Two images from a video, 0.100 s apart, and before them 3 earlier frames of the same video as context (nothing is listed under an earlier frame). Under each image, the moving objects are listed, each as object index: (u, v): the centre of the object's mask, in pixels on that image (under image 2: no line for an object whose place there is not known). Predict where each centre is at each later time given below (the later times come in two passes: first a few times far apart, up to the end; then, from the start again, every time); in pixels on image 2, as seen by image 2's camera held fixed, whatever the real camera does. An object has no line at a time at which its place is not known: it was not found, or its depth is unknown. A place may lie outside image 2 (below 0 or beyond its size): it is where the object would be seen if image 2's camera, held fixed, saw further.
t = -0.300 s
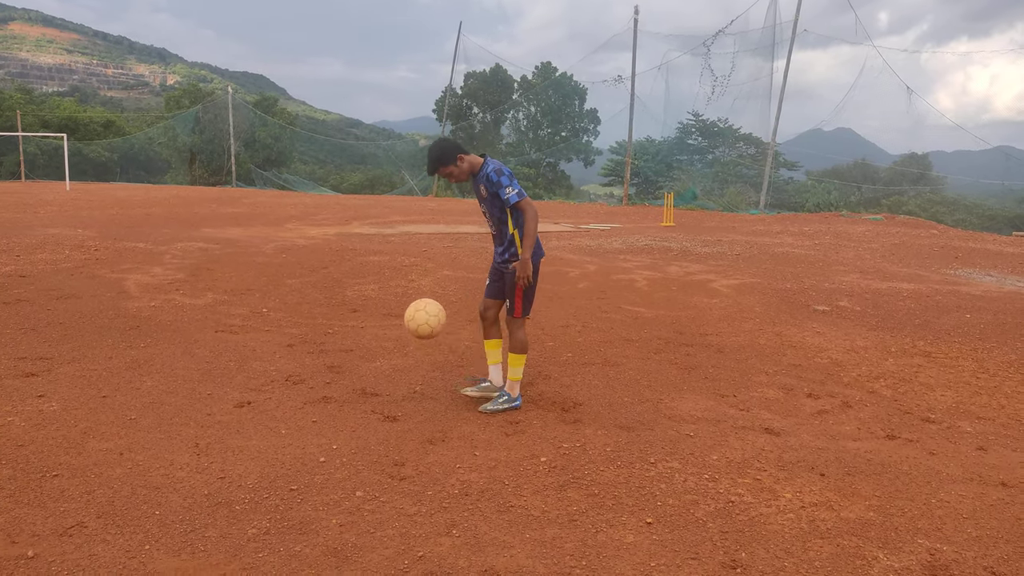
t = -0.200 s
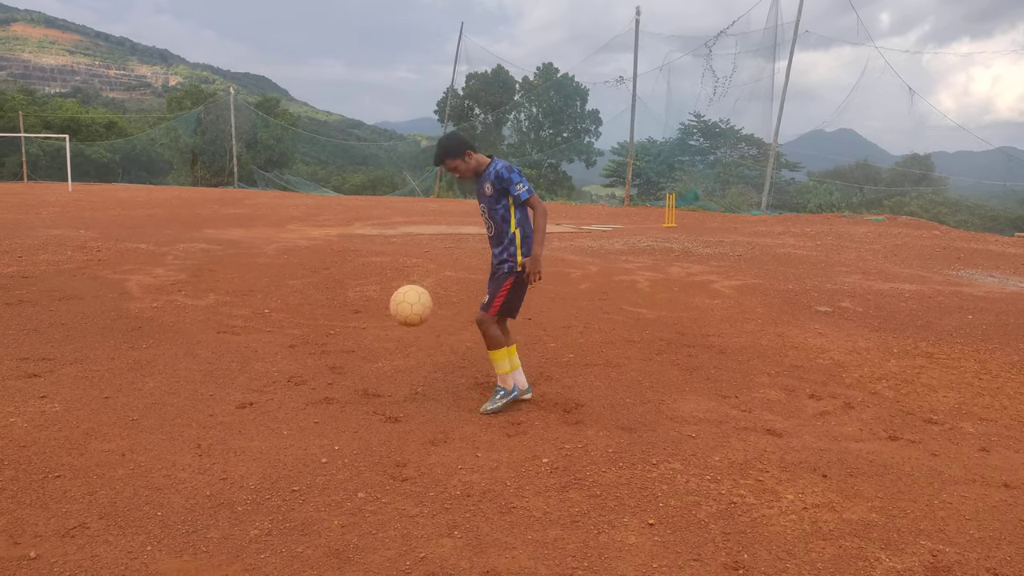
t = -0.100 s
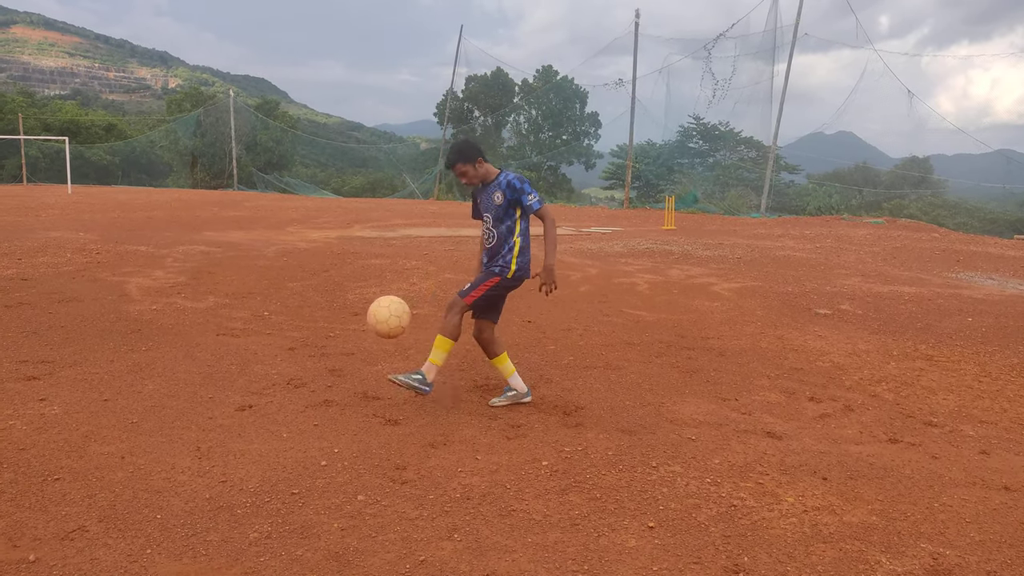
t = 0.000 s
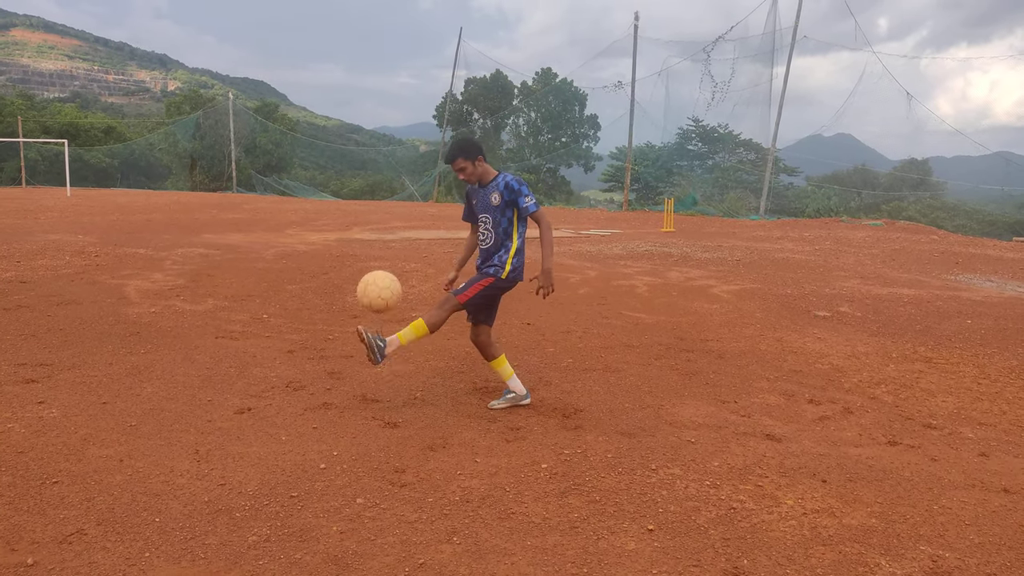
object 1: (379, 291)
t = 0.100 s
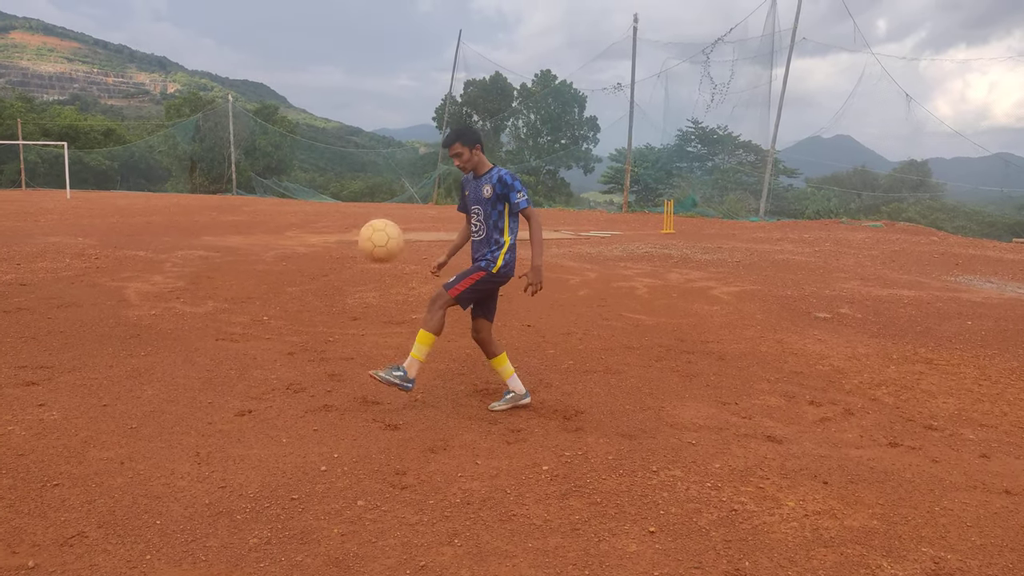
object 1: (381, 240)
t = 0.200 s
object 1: (381, 204)
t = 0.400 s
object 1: (383, 185)
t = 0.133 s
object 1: (381, 227)
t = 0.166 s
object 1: (381, 215)
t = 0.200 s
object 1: (381, 204)
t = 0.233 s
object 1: (381, 196)
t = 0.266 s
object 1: (381, 189)
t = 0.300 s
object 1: (381, 185)
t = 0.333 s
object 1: (381, 183)
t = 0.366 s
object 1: (382, 183)
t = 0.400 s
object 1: (383, 185)
